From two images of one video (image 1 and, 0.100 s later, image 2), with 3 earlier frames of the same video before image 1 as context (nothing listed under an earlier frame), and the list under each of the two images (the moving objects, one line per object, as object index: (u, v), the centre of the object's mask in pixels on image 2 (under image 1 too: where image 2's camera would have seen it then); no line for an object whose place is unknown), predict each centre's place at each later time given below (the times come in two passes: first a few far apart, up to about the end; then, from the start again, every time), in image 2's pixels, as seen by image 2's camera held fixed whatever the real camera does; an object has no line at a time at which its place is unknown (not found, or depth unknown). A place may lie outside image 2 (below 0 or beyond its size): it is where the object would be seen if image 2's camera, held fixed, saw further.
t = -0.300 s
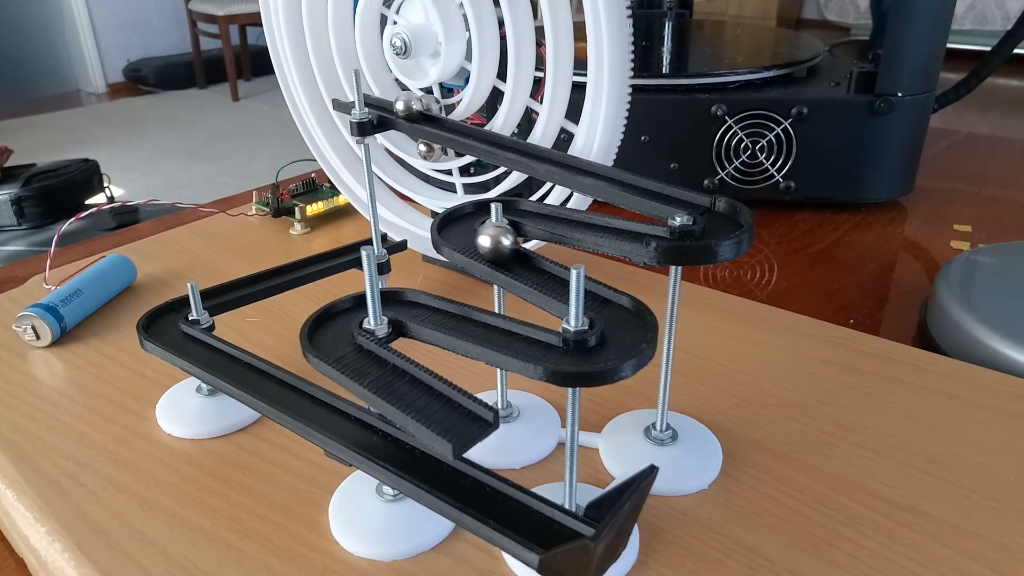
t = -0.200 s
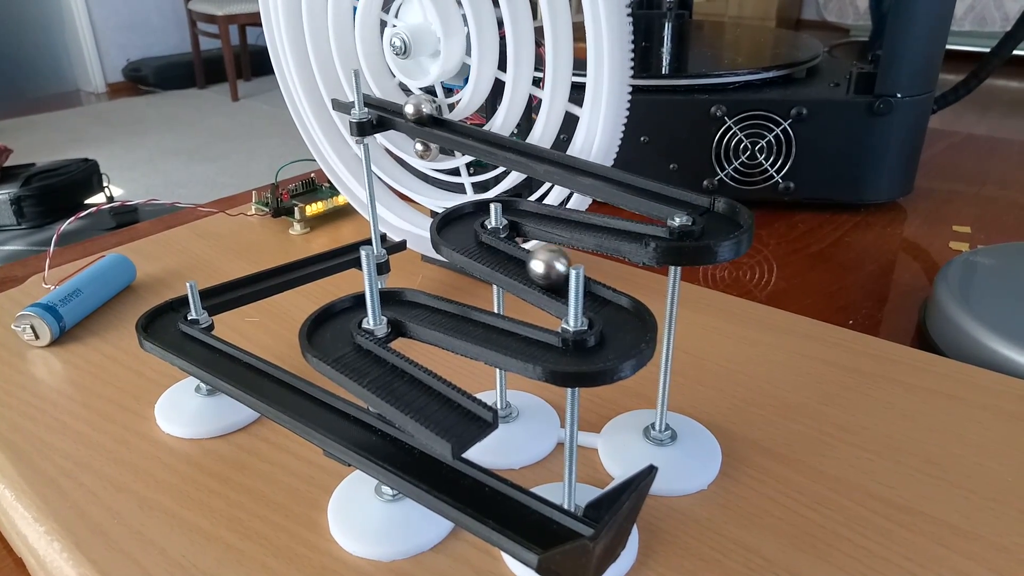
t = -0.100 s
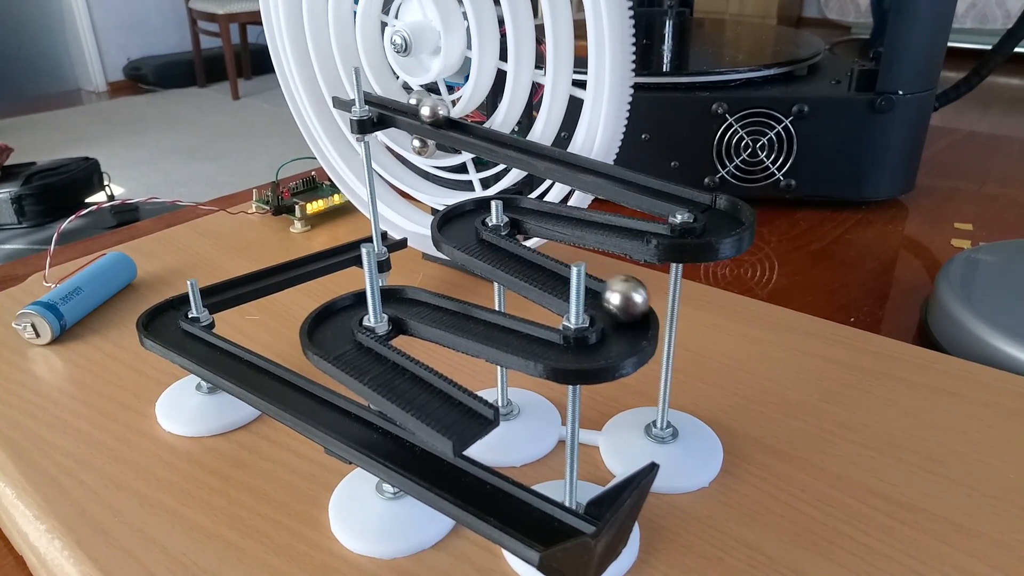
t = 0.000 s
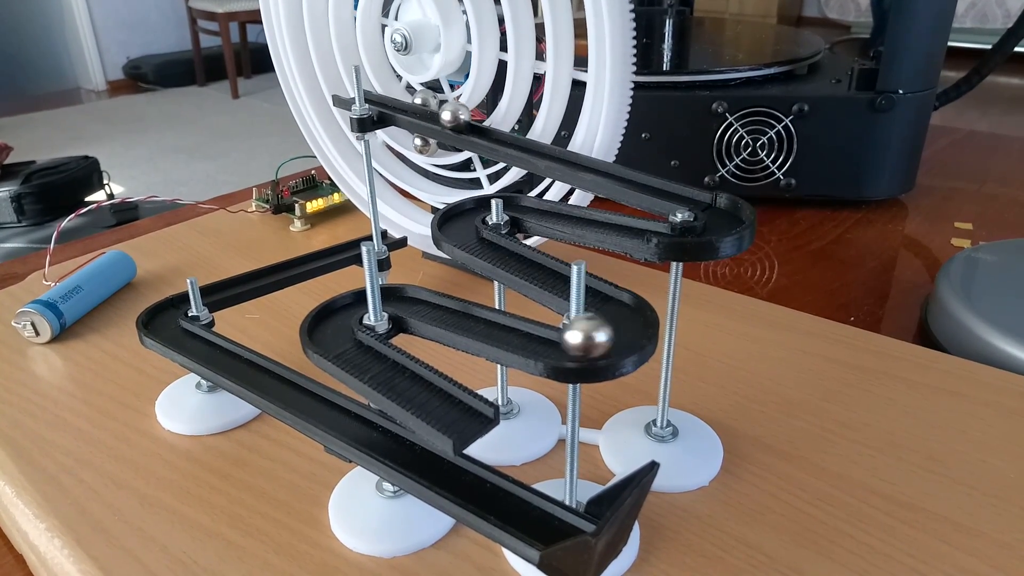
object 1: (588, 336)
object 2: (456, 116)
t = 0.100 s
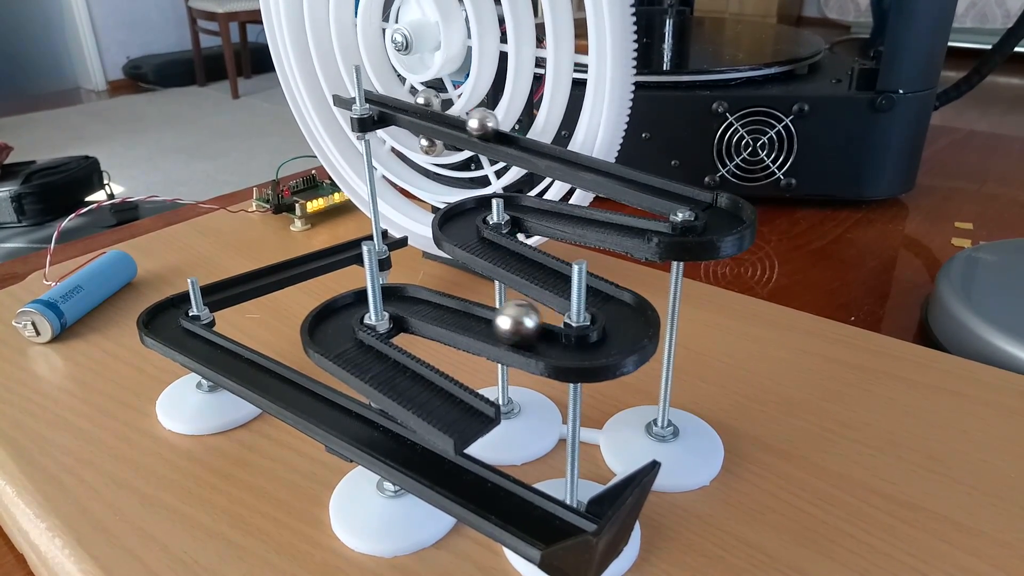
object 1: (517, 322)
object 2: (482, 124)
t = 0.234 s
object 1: (447, 300)
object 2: (530, 137)
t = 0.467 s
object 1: (326, 321)
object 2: (656, 174)
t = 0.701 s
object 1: (436, 385)
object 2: (694, 219)
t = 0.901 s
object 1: (556, 517)
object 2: (597, 209)
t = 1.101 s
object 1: (572, 520)
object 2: (487, 191)
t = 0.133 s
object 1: (499, 317)
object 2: (493, 127)
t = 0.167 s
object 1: (481, 312)
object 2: (505, 130)
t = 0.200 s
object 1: (464, 306)
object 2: (517, 134)
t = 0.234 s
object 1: (447, 300)
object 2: (530, 137)
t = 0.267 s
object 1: (429, 295)
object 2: (544, 142)
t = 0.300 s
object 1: (410, 288)
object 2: (559, 147)
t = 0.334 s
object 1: (393, 283)
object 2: (575, 151)
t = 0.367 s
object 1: (355, 288)
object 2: (594, 157)
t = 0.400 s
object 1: (339, 297)
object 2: (613, 162)
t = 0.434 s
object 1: (327, 309)
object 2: (634, 167)
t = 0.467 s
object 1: (326, 321)
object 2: (656, 174)
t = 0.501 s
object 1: (336, 328)
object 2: (681, 181)
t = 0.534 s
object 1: (350, 335)
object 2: (705, 187)
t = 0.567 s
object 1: (363, 344)
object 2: (722, 196)
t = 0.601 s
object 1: (378, 354)
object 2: (729, 204)
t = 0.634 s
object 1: (395, 364)
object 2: (725, 212)
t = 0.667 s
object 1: (415, 374)
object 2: (712, 217)
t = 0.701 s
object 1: (436, 385)
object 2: (694, 219)
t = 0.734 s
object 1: (458, 399)
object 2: (677, 219)
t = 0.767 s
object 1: (480, 414)
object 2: (660, 216)
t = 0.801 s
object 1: (506, 462)
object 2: (645, 215)
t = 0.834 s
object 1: (538, 503)
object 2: (629, 215)
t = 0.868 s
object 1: (568, 495)
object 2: (612, 212)
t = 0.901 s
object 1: (556, 517)
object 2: (597, 209)
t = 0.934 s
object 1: (572, 511)
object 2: (579, 205)
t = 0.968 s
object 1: (573, 518)
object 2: (561, 203)
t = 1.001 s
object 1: (577, 520)
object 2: (544, 199)
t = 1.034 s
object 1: (576, 519)
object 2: (526, 196)
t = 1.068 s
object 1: (573, 521)
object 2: (509, 191)
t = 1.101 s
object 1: (572, 520)
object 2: (487, 191)
